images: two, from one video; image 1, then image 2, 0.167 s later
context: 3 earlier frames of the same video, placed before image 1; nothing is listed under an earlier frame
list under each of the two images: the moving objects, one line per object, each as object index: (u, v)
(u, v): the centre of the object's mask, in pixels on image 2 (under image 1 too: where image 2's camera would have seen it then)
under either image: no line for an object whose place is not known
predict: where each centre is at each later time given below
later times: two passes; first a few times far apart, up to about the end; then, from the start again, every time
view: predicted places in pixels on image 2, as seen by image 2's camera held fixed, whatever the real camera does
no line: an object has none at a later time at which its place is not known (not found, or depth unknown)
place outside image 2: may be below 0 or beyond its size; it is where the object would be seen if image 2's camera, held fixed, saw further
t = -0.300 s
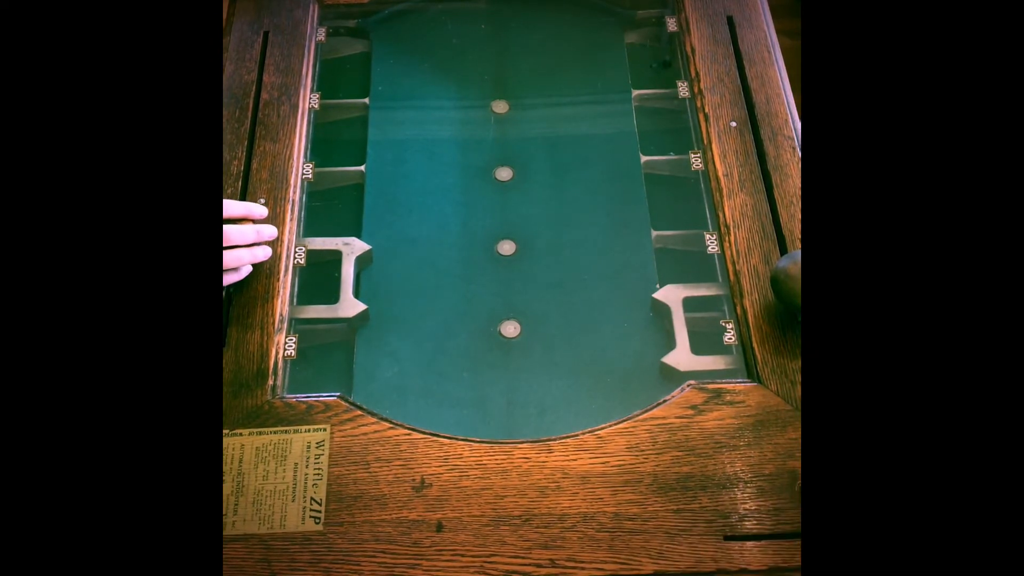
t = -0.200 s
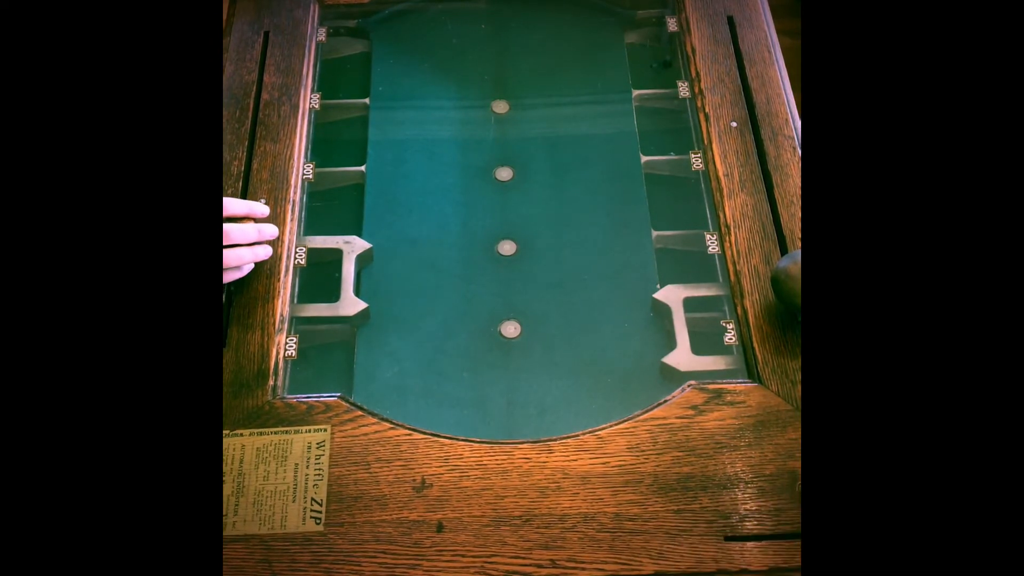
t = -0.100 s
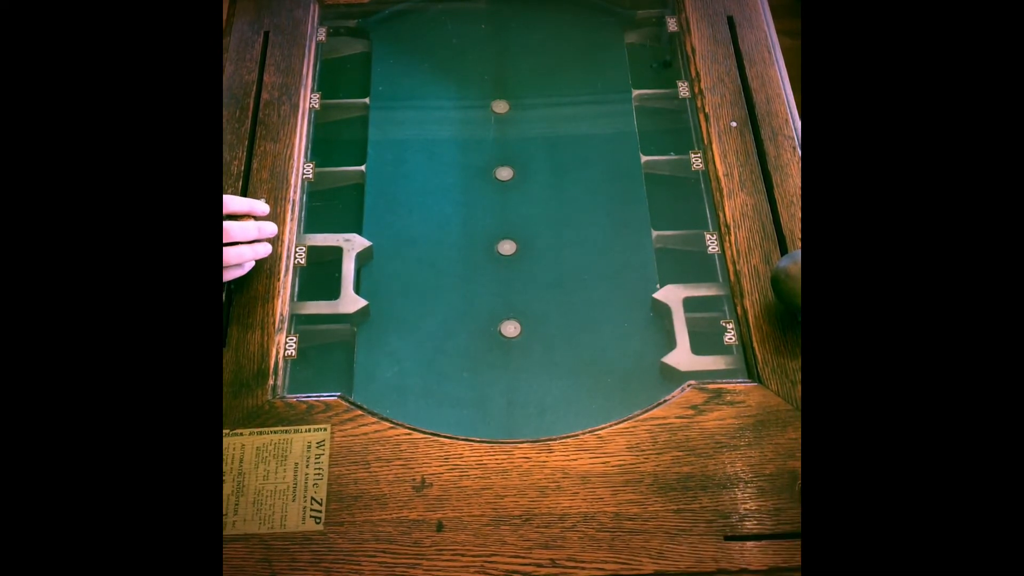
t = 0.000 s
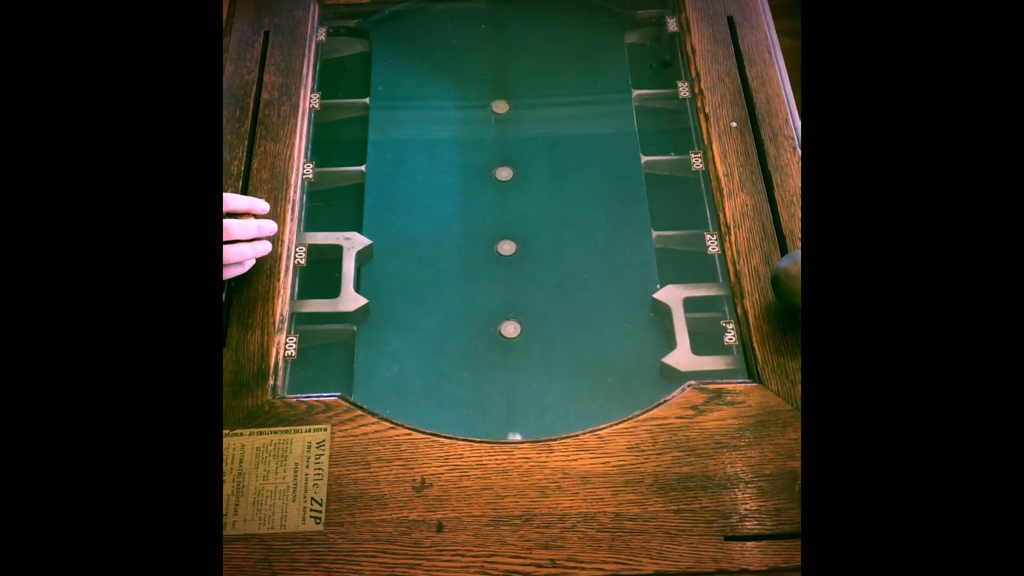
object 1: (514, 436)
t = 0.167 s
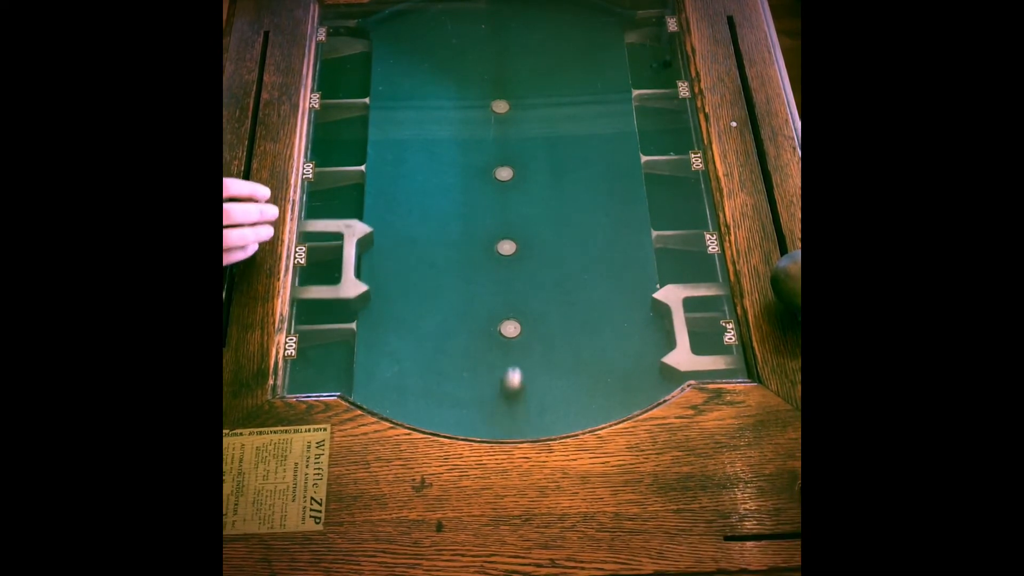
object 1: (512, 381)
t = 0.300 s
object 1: (511, 322)
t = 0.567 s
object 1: (508, 214)
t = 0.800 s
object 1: (503, 139)
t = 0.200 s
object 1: (512, 366)
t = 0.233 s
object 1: (513, 350)
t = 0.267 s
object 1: (511, 334)
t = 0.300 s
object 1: (511, 322)
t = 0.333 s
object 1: (511, 305)
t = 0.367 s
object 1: (512, 290)
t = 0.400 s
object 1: (511, 277)
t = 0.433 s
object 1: (510, 264)
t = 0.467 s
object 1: (508, 250)
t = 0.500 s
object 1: (508, 241)
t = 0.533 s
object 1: (508, 227)
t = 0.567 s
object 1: (508, 214)
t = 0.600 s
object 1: (507, 203)
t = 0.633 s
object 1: (506, 191)
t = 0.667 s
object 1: (505, 179)
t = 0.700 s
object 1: (506, 169)
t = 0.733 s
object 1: (505, 160)
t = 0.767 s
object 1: (504, 150)
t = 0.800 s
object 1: (503, 139)
